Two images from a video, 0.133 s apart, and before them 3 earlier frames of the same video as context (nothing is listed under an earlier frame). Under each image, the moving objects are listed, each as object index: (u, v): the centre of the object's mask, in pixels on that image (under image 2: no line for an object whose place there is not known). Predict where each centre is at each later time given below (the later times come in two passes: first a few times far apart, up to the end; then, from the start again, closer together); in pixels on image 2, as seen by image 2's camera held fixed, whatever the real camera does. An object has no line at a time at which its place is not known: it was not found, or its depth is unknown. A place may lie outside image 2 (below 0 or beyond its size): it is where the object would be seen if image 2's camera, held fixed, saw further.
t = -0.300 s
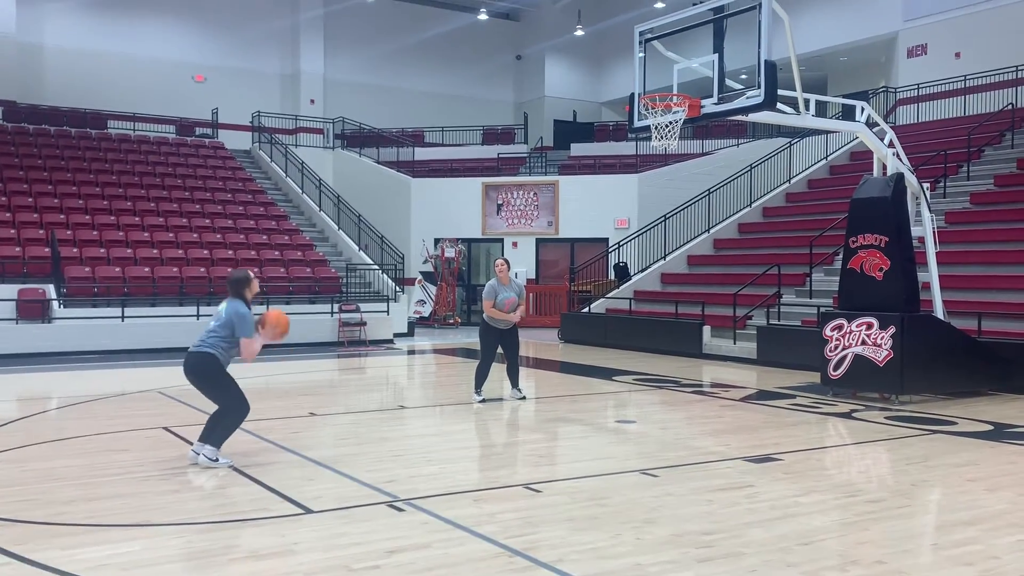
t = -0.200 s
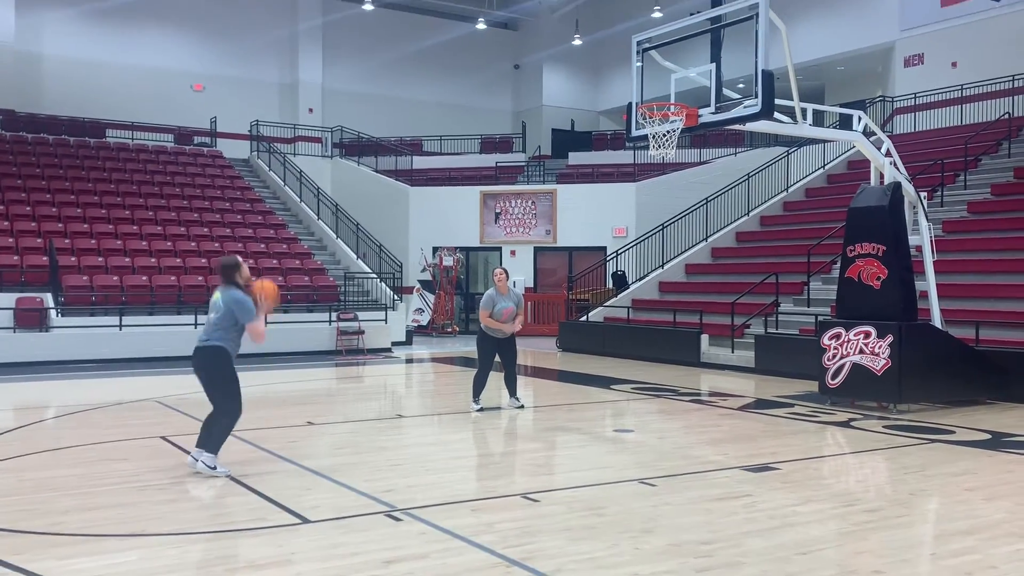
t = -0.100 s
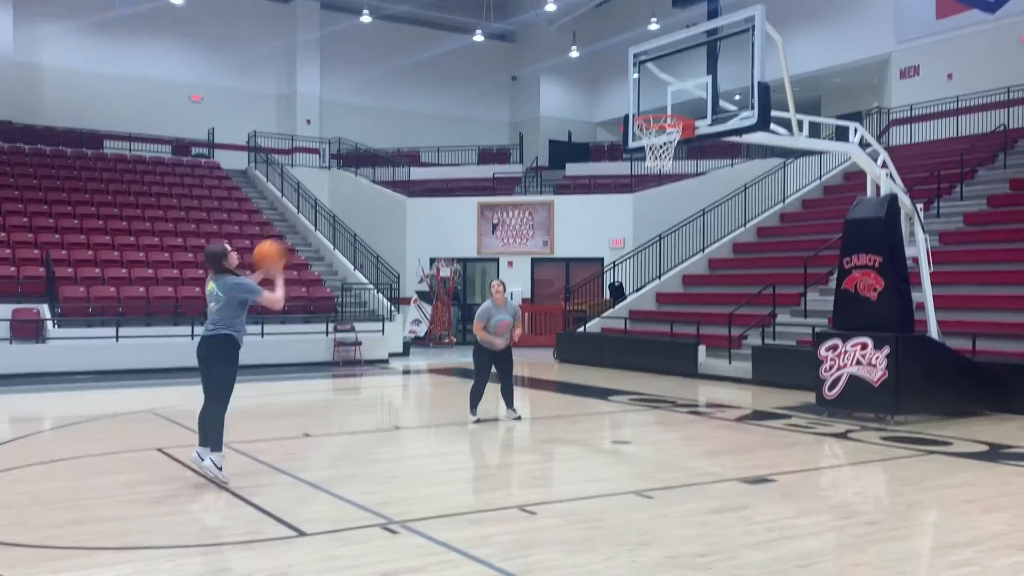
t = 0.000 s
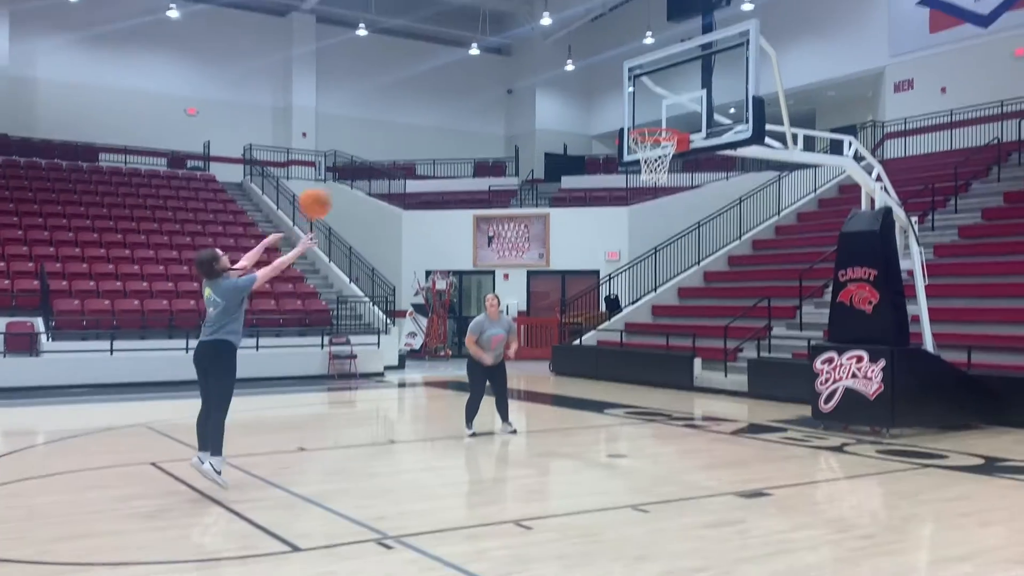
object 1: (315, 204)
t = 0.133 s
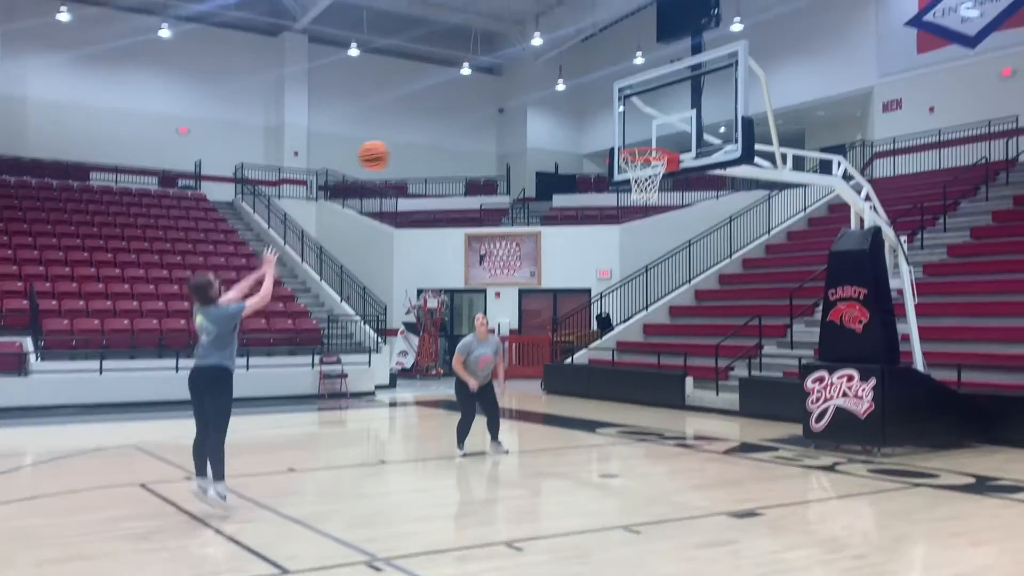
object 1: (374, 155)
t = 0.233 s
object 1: (420, 122)
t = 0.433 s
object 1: (501, 100)
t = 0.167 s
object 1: (389, 143)
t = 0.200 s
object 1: (405, 132)
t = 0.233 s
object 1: (420, 122)
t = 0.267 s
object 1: (435, 115)
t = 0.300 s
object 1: (450, 109)
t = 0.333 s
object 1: (463, 104)
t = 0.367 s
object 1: (477, 101)
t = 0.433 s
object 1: (501, 100)
